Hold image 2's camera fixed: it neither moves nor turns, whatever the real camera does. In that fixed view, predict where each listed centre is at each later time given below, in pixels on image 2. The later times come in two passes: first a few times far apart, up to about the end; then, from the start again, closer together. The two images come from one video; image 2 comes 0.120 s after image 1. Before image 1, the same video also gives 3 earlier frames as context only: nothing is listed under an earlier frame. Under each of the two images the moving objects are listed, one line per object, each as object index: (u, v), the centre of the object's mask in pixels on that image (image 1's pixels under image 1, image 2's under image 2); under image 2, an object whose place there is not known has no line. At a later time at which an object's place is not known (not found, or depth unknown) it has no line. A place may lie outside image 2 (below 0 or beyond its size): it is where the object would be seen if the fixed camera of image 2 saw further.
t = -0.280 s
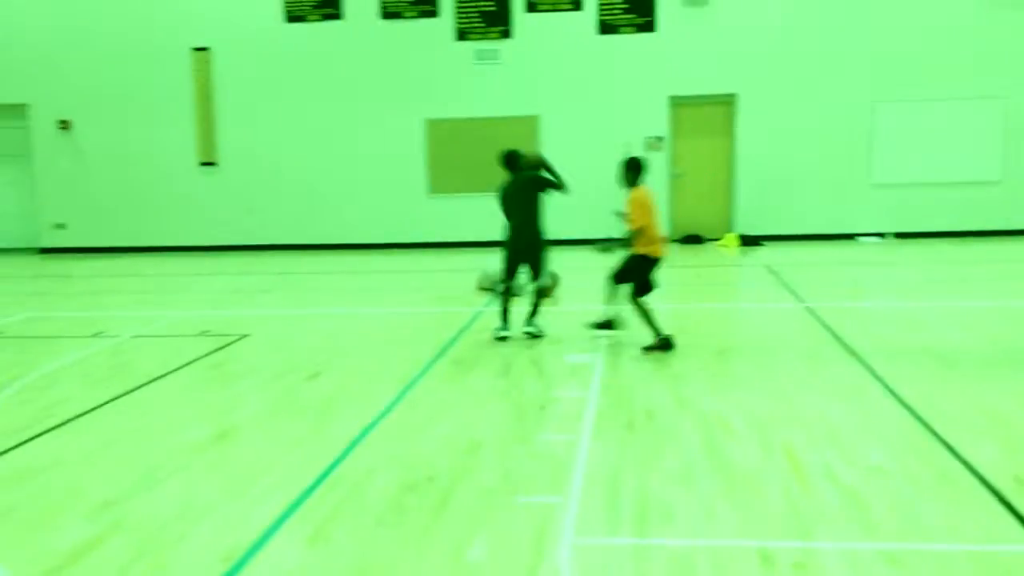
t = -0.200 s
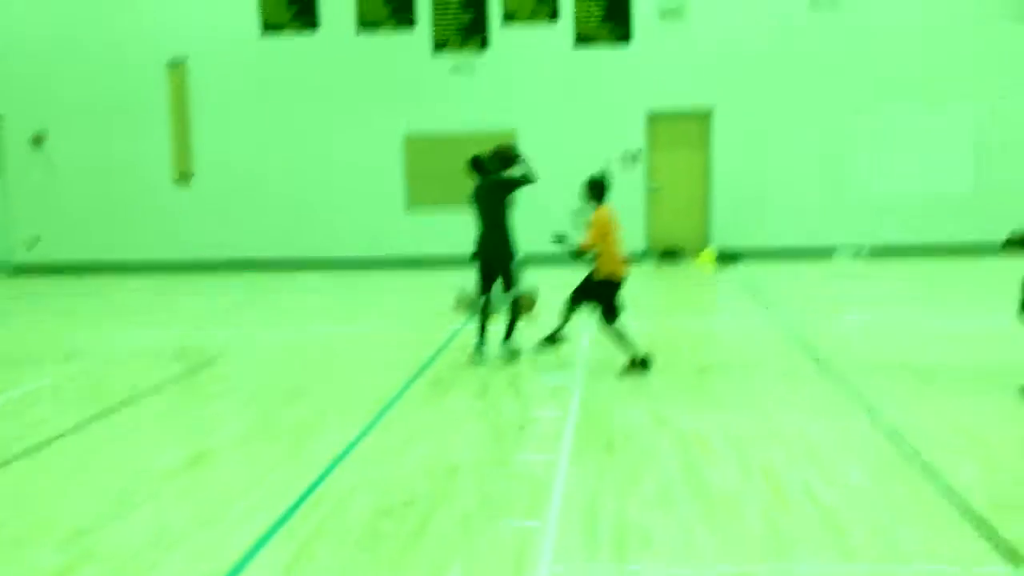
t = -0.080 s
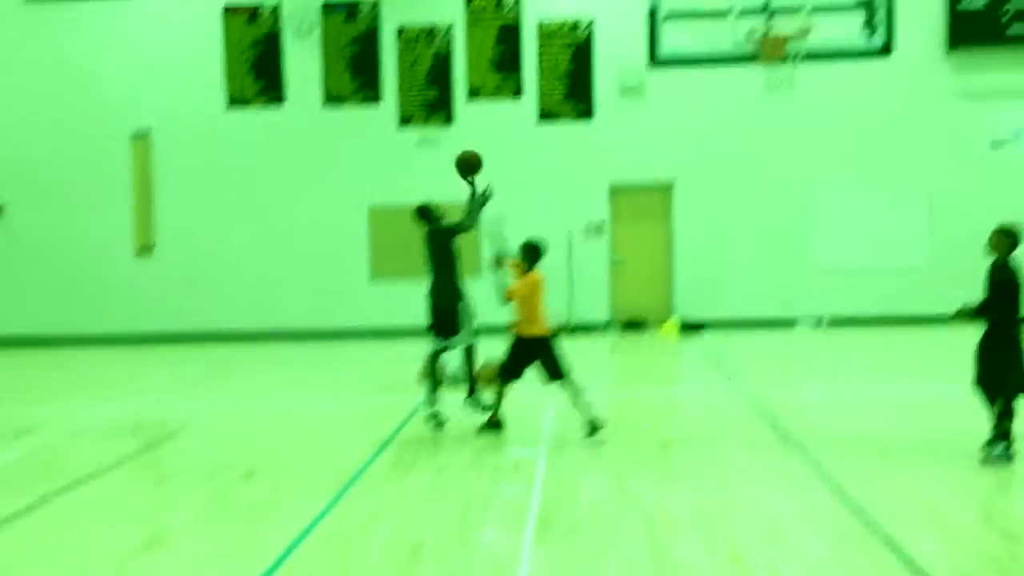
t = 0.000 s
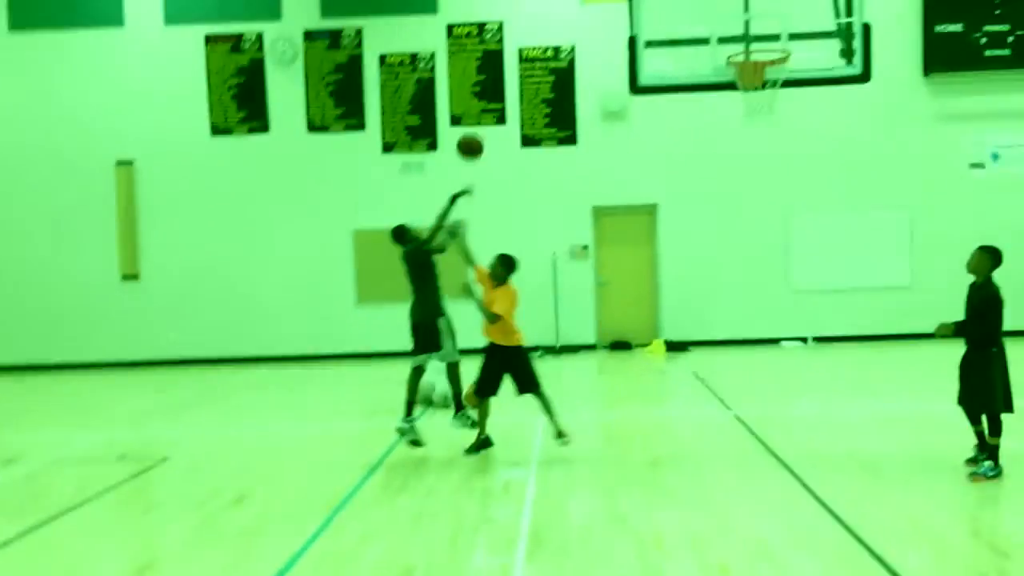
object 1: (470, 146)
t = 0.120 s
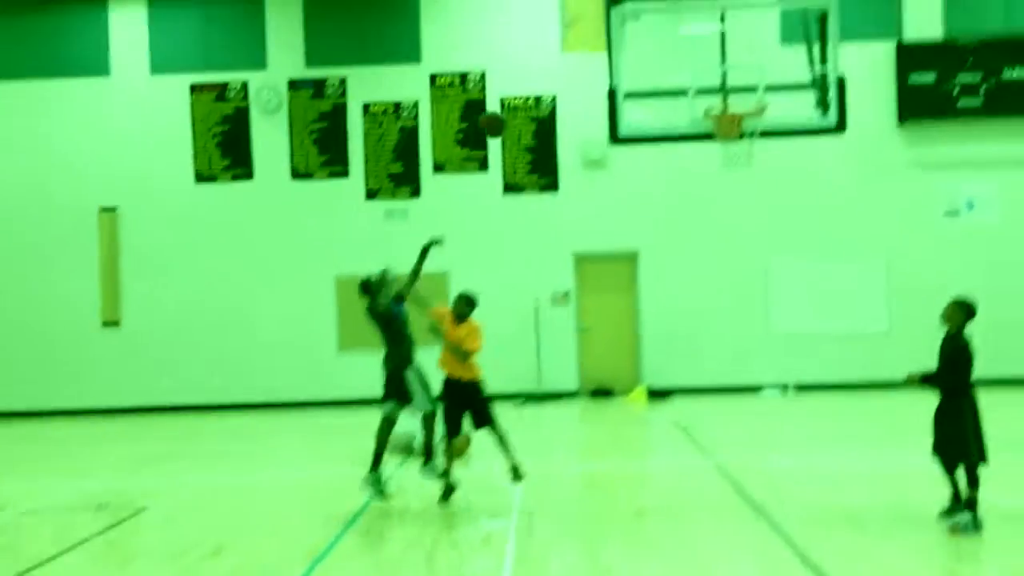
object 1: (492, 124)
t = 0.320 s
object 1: (555, 54)
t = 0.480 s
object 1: (607, 32)
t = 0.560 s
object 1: (630, 32)
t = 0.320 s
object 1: (555, 54)
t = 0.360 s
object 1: (566, 46)
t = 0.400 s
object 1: (585, 38)
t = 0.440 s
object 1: (596, 35)
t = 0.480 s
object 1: (607, 32)
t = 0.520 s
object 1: (618, 31)
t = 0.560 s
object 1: (630, 32)
